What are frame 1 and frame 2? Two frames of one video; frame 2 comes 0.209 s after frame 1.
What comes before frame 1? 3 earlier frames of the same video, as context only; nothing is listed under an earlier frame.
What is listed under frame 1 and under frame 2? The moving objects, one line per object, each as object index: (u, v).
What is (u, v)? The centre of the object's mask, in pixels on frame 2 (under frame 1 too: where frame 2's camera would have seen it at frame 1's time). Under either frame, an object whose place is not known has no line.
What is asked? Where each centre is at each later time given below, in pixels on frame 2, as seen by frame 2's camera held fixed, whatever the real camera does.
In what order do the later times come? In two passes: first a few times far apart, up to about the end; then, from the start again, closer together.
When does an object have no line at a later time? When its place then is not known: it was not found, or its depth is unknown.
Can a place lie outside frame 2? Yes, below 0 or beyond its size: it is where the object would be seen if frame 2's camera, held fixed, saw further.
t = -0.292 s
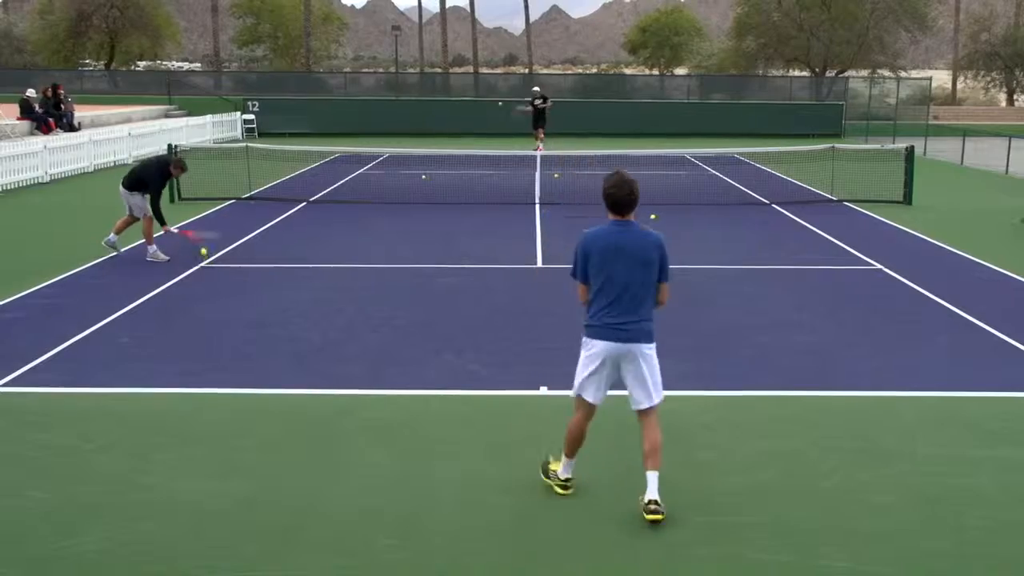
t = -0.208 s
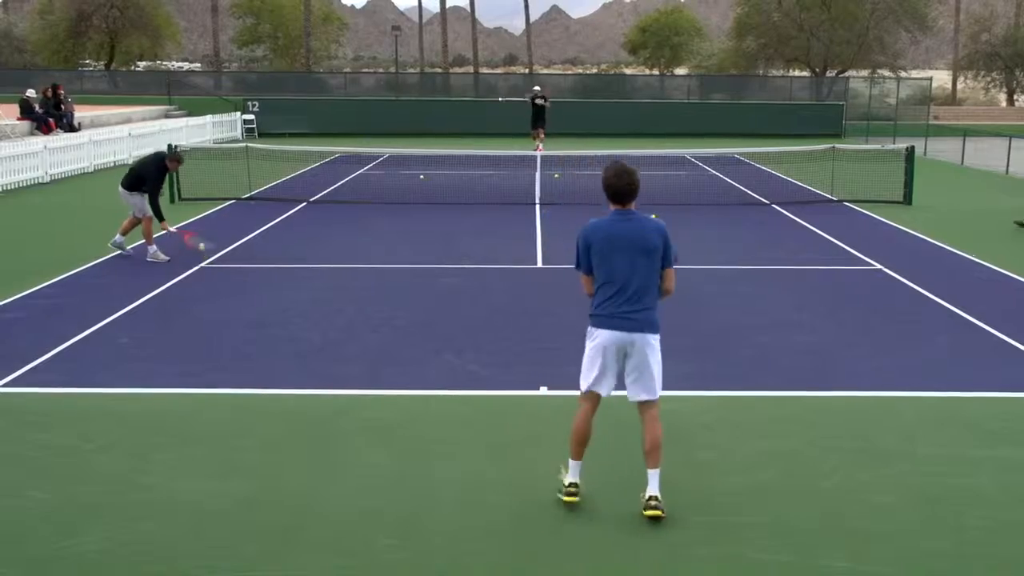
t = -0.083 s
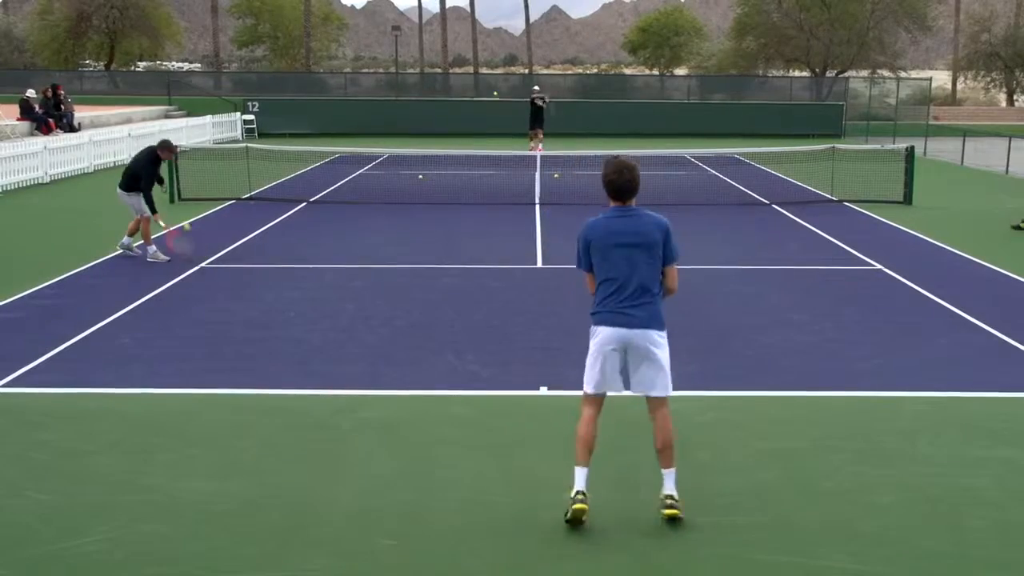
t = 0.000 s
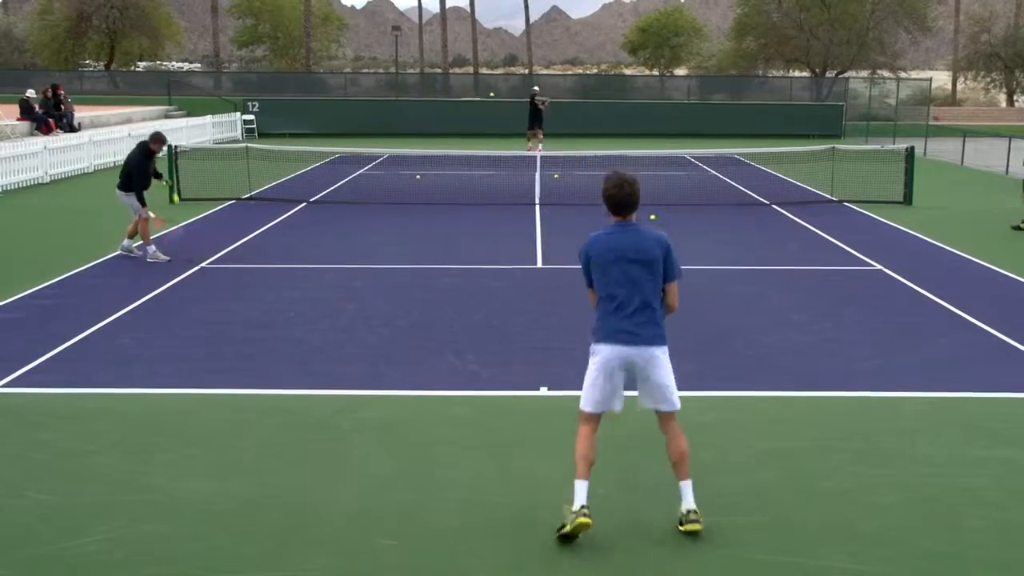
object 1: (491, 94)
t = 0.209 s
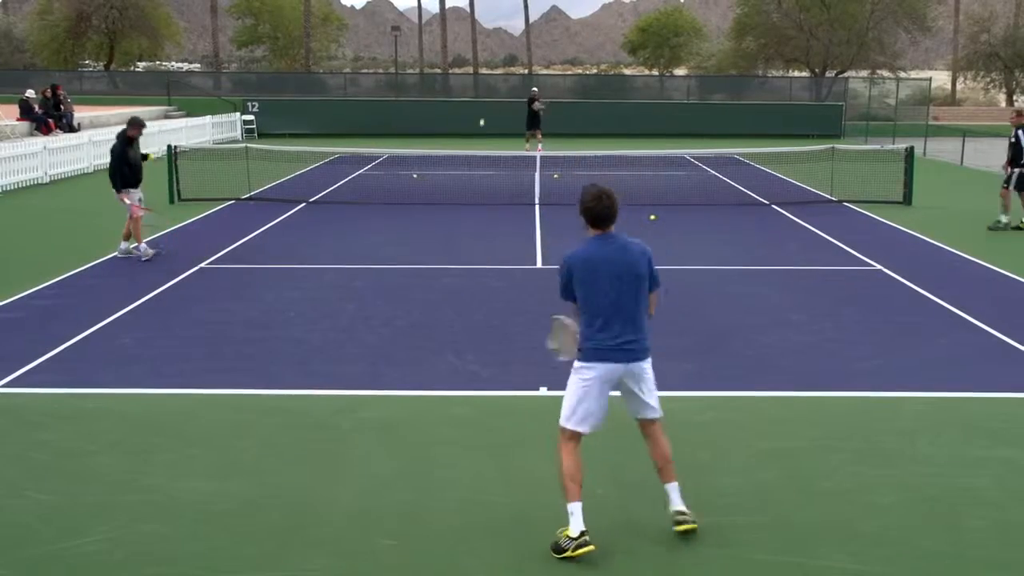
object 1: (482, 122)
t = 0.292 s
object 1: (477, 147)
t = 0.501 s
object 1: (464, 269)
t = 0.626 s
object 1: (456, 253)
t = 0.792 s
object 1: (445, 233)
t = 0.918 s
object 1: (435, 245)
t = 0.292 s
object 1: (477, 147)
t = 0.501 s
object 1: (464, 269)
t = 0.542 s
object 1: (461, 273)
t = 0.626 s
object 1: (456, 253)
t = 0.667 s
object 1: (454, 245)
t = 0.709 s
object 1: (451, 239)
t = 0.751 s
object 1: (448, 234)
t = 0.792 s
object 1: (445, 233)
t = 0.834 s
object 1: (442, 233)
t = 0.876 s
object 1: (438, 237)
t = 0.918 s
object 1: (435, 245)
